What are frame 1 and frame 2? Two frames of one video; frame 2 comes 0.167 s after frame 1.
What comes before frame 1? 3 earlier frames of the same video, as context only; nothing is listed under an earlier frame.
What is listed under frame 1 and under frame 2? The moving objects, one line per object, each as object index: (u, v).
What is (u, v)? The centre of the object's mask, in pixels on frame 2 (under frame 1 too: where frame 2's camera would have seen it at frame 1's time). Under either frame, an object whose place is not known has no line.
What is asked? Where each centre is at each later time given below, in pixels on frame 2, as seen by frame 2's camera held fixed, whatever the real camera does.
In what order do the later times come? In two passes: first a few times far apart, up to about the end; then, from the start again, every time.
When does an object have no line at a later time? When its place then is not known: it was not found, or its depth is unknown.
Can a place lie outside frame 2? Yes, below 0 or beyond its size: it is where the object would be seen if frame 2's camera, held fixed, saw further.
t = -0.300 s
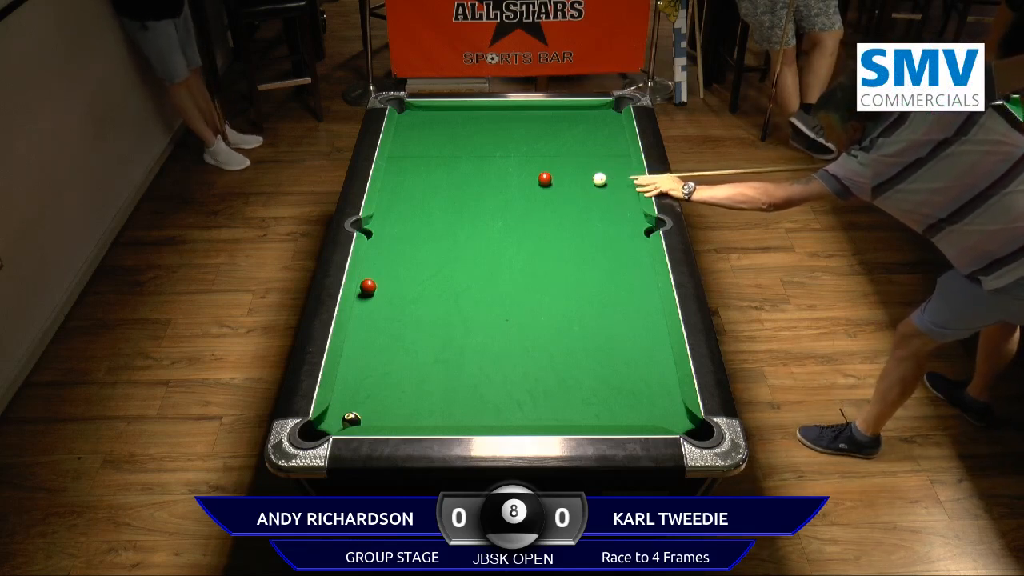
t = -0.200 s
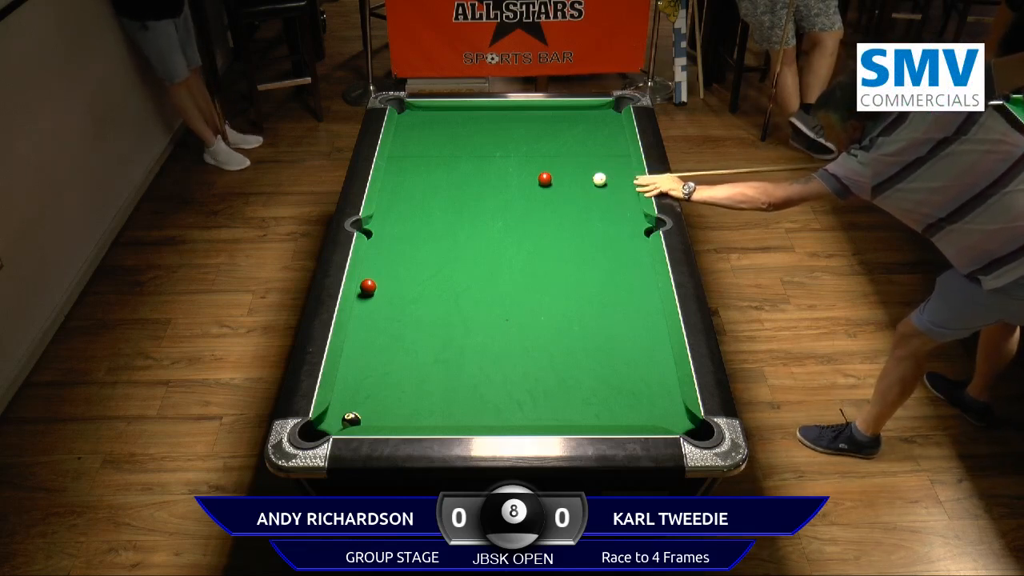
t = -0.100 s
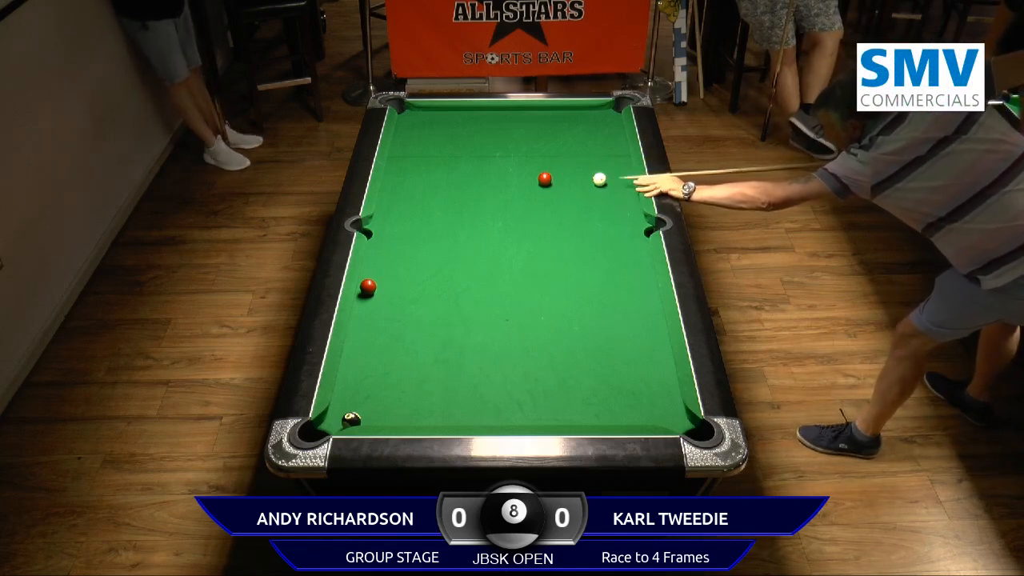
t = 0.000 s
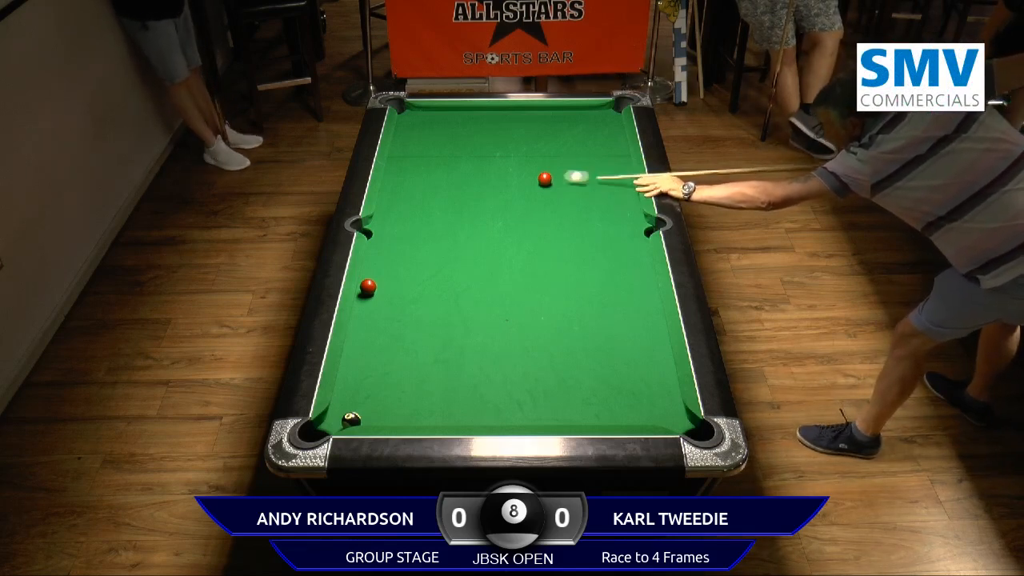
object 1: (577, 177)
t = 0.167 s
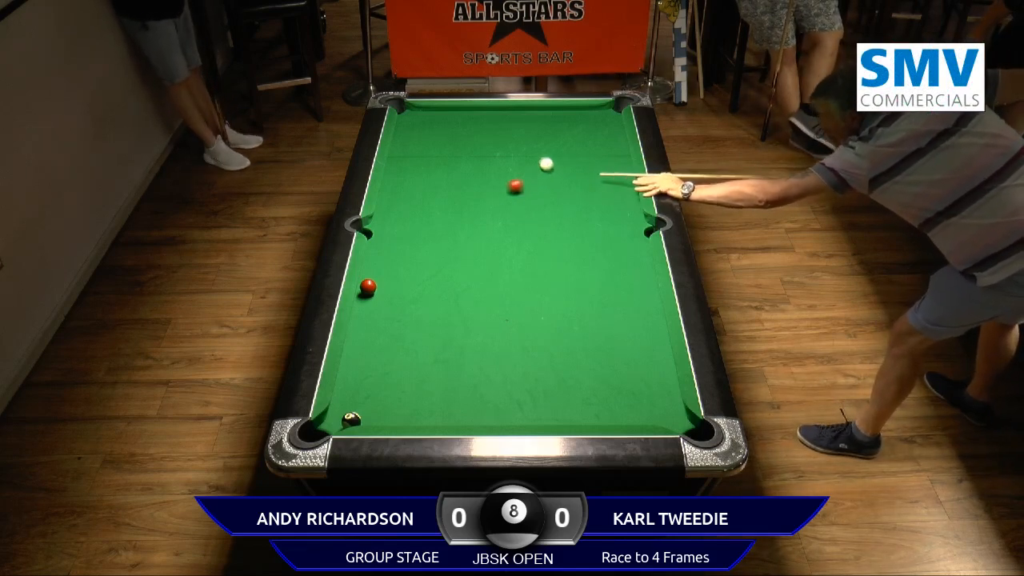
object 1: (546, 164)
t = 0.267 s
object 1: (539, 156)
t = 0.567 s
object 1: (518, 133)
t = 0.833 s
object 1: (501, 115)
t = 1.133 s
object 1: (491, 116)
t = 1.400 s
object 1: (487, 125)
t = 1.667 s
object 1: (483, 134)
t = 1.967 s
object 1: (479, 144)
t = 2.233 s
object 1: (475, 152)
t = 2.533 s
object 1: (471, 160)
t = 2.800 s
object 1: (468, 167)
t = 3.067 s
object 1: (464, 173)
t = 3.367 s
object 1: (461, 179)
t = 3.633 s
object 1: (459, 183)
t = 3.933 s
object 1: (456, 187)
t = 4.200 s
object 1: (454, 189)
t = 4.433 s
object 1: (453, 191)
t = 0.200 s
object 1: (544, 161)
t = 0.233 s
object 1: (541, 159)
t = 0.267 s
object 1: (539, 156)
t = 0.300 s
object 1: (536, 153)
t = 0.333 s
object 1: (534, 150)
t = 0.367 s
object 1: (531, 148)
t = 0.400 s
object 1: (529, 145)
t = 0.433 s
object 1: (527, 143)
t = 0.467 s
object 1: (524, 140)
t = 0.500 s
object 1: (522, 138)
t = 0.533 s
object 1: (520, 135)
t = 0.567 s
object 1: (518, 133)
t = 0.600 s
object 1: (515, 131)
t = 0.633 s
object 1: (513, 128)
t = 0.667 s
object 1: (511, 126)
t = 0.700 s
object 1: (509, 124)
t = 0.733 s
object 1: (507, 121)
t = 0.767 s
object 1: (505, 119)
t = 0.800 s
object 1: (503, 117)
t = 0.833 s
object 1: (501, 115)
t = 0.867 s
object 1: (498, 113)
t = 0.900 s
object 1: (497, 111)
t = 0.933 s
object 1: (494, 109)
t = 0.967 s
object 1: (494, 110)
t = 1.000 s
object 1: (493, 111)
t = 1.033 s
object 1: (493, 113)
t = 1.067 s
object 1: (492, 114)
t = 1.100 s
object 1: (492, 115)
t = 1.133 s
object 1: (491, 116)
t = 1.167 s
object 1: (491, 117)
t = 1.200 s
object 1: (490, 118)
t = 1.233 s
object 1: (490, 119)
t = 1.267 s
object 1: (489, 121)
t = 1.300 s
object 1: (489, 122)
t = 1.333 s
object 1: (488, 123)
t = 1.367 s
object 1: (488, 124)
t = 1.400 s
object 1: (487, 125)
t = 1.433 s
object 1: (487, 126)
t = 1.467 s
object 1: (486, 128)
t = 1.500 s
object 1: (486, 129)
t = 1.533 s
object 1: (485, 130)
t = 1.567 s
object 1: (485, 131)
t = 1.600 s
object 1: (484, 132)
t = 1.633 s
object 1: (484, 133)
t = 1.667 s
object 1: (483, 134)
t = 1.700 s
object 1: (483, 135)
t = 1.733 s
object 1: (482, 136)
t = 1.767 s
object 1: (482, 137)
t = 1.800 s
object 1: (481, 139)
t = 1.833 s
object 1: (481, 140)
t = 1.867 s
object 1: (480, 141)
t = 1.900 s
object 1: (480, 142)
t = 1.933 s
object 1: (479, 143)
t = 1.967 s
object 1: (479, 144)
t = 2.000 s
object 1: (478, 145)
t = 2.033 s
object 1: (478, 146)
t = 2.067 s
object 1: (477, 147)
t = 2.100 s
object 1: (477, 148)
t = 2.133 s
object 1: (476, 149)
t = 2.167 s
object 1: (476, 150)
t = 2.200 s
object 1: (475, 151)
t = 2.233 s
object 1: (475, 152)
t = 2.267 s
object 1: (474, 153)
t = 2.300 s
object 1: (474, 154)
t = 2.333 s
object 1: (473, 155)
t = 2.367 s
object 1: (473, 156)
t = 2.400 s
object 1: (473, 156)
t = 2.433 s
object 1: (472, 157)
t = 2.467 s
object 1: (472, 158)
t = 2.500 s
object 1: (471, 159)
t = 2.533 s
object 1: (471, 160)
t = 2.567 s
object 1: (471, 161)
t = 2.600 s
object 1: (470, 162)
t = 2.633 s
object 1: (469, 163)
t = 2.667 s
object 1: (469, 163)
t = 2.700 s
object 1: (469, 164)
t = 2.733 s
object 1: (468, 165)
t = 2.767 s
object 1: (468, 166)
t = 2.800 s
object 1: (468, 167)
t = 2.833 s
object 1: (467, 167)
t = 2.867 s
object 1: (467, 168)
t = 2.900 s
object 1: (466, 169)
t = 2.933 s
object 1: (466, 170)
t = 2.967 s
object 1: (466, 170)
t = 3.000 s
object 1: (465, 171)
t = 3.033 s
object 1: (464, 172)
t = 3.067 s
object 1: (464, 173)
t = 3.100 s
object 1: (464, 173)
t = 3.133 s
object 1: (463, 174)
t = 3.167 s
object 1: (463, 175)
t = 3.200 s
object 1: (463, 175)
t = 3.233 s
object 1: (462, 176)
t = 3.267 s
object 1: (462, 177)
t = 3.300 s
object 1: (461, 177)
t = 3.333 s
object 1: (461, 178)
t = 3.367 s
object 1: (461, 179)
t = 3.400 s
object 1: (461, 179)
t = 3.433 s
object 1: (460, 180)
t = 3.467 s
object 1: (460, 180)
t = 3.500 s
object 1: (460, 181)
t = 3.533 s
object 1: (459, 181)
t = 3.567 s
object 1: (459, 182)
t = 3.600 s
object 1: (459, 182)
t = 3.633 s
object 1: (459, 183)
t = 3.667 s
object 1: (458, 183)
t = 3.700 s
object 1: (458, 184)
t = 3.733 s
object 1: (458, 184)
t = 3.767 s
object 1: (457, 185)
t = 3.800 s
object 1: (457, 185)
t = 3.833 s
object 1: (457, 186)
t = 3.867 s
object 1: (456, 186)
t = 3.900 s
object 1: (456, 186)
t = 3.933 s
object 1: (456, 187)
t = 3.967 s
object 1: (456, 187)
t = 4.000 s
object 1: (456, 187)
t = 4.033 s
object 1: (455, 188)
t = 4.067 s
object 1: (455, 188)
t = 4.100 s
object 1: (455, 188)
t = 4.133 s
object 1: (455, 189)
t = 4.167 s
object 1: (454, 189)
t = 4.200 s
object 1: (454, 189)
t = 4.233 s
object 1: (454, 189)
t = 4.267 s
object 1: (454, 190)
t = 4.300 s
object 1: (454, 190)
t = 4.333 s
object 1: (453, 190)
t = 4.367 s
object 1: (453, 191)
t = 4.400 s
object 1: (453, 191)
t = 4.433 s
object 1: (453, 191)
